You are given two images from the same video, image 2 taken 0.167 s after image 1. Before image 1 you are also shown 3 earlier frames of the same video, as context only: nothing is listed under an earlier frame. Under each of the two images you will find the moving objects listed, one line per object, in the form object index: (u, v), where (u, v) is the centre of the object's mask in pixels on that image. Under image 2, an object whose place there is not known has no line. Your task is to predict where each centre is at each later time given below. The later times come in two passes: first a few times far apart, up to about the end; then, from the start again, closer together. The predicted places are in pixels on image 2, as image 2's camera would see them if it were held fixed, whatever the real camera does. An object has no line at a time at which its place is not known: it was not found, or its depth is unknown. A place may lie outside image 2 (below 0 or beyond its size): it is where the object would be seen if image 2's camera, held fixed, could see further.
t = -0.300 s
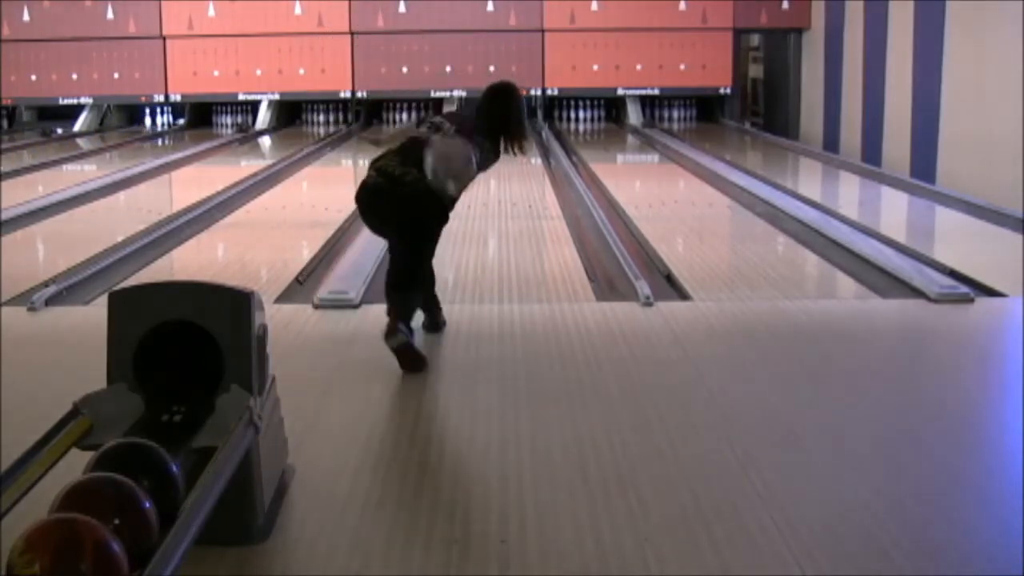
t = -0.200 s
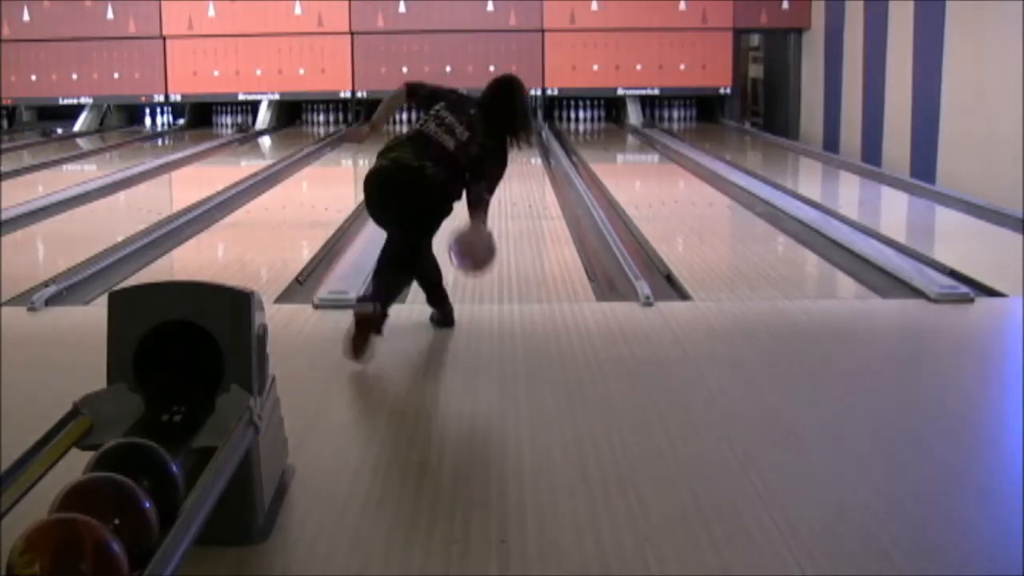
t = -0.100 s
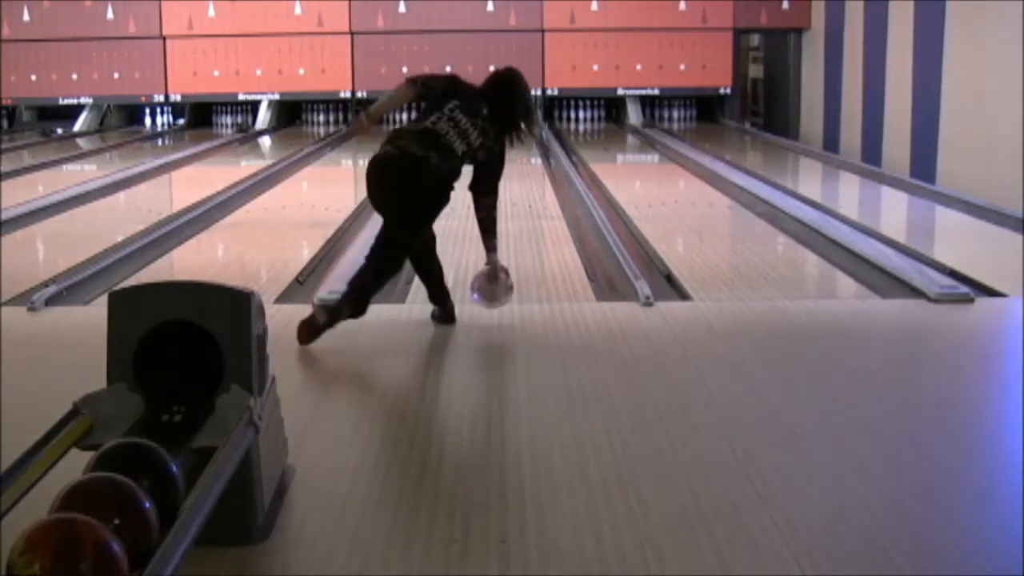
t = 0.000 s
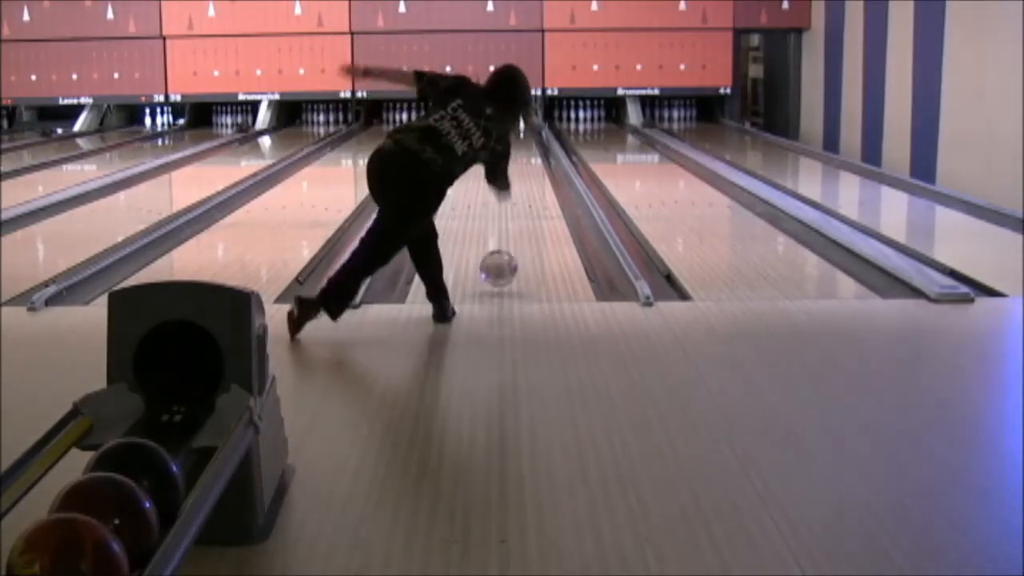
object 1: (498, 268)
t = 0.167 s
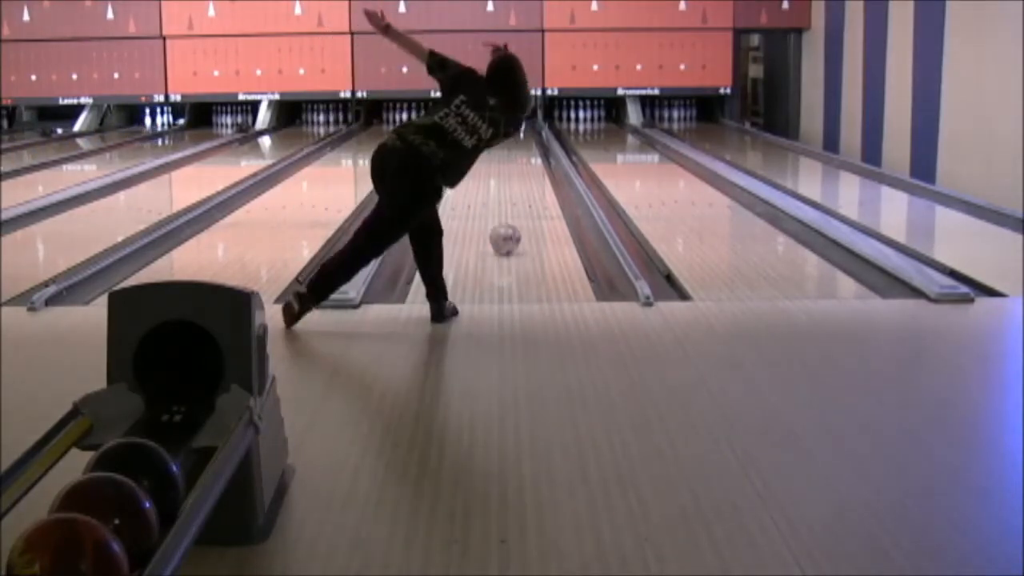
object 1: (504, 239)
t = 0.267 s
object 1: (507, 222)
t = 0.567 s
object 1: (516, 191)
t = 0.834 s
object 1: (517, 166)
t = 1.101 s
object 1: (519, 148)
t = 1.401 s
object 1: (521, 135)
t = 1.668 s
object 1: (522, 128)
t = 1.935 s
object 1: (522, 123)
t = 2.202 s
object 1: (524, 116)
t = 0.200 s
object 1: (505, 233)
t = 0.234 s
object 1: (506, 227)
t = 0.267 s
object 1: (507, 222)
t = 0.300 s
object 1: (508, 217)
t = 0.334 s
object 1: (509, 212)
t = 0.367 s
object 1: (510, 207)
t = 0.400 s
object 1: (511, 203)
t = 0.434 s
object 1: (511, 199)
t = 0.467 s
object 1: (512, 195)
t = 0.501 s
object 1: (512, 191)
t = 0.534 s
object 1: (513, 190)
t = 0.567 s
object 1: (516, 191)
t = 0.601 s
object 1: (515, 183)
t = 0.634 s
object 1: (515, 180)
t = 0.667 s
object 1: (515, 177)
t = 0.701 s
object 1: (516, 175)
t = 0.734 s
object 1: (517, 172)
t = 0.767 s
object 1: (517, 170)
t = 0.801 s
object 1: (517, 167)
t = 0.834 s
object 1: (517, 166)
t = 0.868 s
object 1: (518, 163)
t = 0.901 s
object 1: (519, 160)
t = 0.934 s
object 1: (519, 159)
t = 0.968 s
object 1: (519, 156)
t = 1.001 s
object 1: (519, 154)
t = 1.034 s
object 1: (519, 152)
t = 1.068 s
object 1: (519, 150)
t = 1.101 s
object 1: (519, 148)
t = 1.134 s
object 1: (519, 146)
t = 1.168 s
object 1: (520, 145)
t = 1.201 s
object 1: (520, 144)
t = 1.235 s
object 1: (519, 143)
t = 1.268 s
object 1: (520, 142)
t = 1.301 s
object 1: (520, 141)
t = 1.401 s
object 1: (521, 135)
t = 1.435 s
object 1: (522, 134)
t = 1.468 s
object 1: (521, 133)
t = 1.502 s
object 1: (522, 131)
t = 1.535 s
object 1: (521, 130)
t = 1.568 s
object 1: (522, 129)
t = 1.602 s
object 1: (522, 129)
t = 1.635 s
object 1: (522, 128)
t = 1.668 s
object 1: (522, 128)
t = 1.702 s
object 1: (522, 127)
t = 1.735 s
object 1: (522, 126)
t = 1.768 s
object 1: (522, 126)
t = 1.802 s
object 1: (523, 126)
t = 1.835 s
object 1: (522, 124)
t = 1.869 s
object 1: (522, 124)
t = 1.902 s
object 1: (522, 123)
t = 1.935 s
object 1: (522, 123)
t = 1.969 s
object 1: (523, 124)
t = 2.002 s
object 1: (522, 121)
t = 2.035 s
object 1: (523, 119)
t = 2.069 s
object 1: (523, 120)
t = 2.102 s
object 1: (524, 117)
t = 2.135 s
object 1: (524, 117)
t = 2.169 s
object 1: (524, 117)
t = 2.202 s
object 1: (524, 116)
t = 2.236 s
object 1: (525, 115)
